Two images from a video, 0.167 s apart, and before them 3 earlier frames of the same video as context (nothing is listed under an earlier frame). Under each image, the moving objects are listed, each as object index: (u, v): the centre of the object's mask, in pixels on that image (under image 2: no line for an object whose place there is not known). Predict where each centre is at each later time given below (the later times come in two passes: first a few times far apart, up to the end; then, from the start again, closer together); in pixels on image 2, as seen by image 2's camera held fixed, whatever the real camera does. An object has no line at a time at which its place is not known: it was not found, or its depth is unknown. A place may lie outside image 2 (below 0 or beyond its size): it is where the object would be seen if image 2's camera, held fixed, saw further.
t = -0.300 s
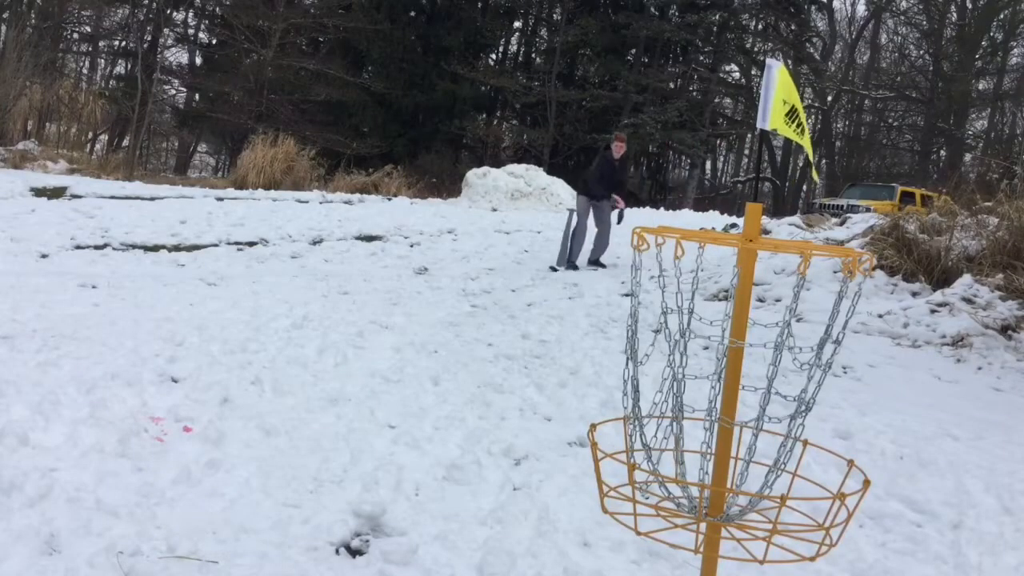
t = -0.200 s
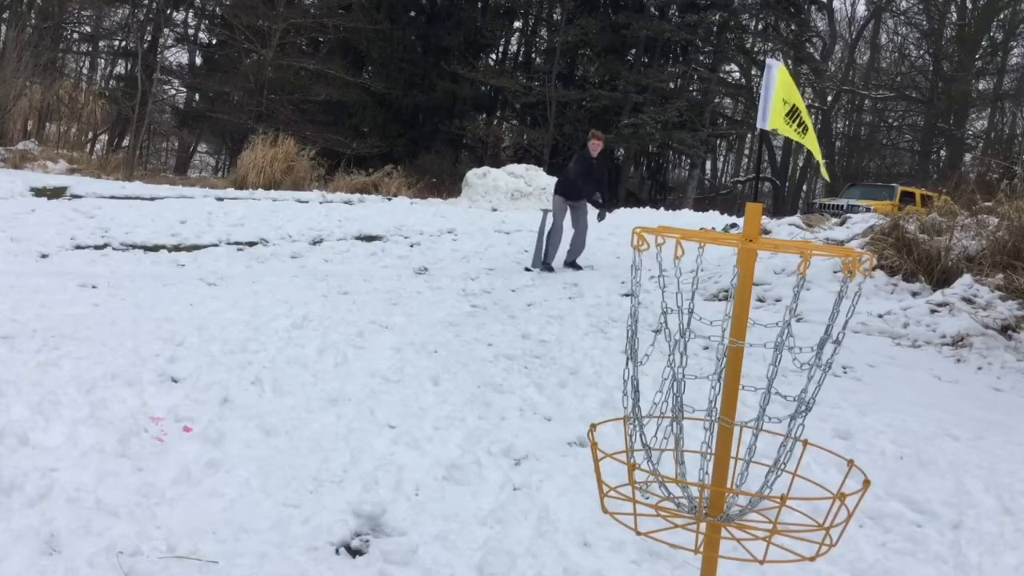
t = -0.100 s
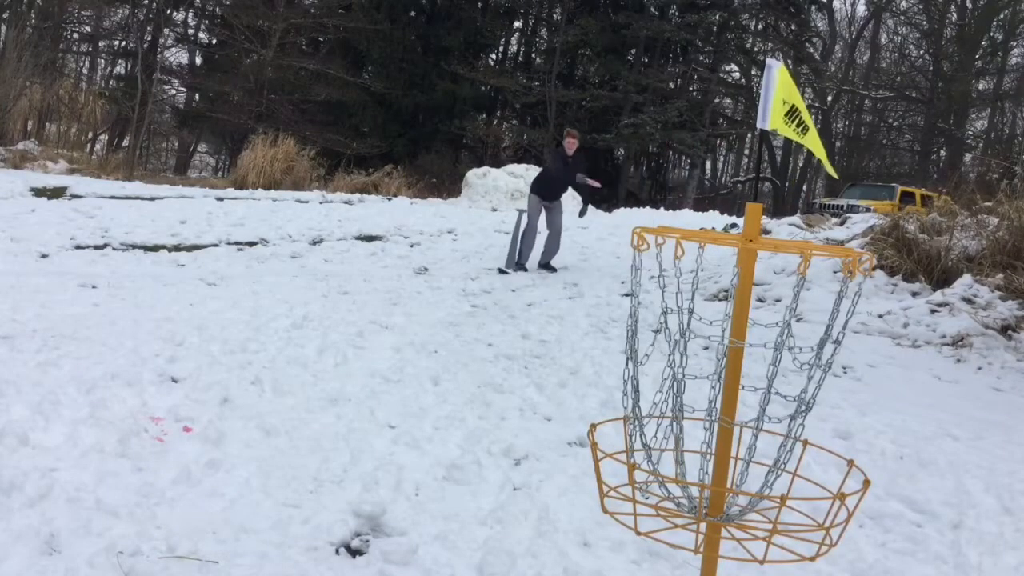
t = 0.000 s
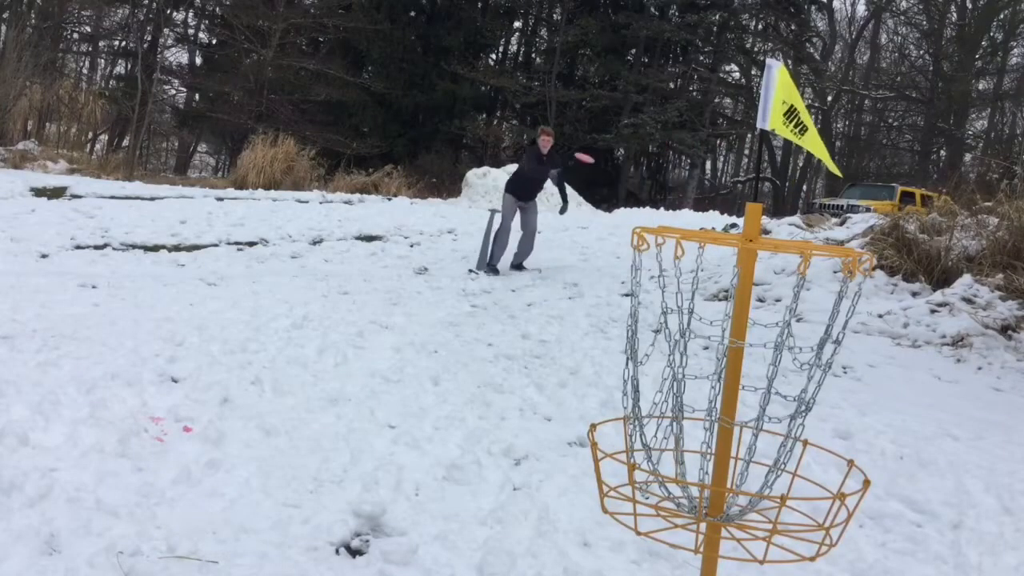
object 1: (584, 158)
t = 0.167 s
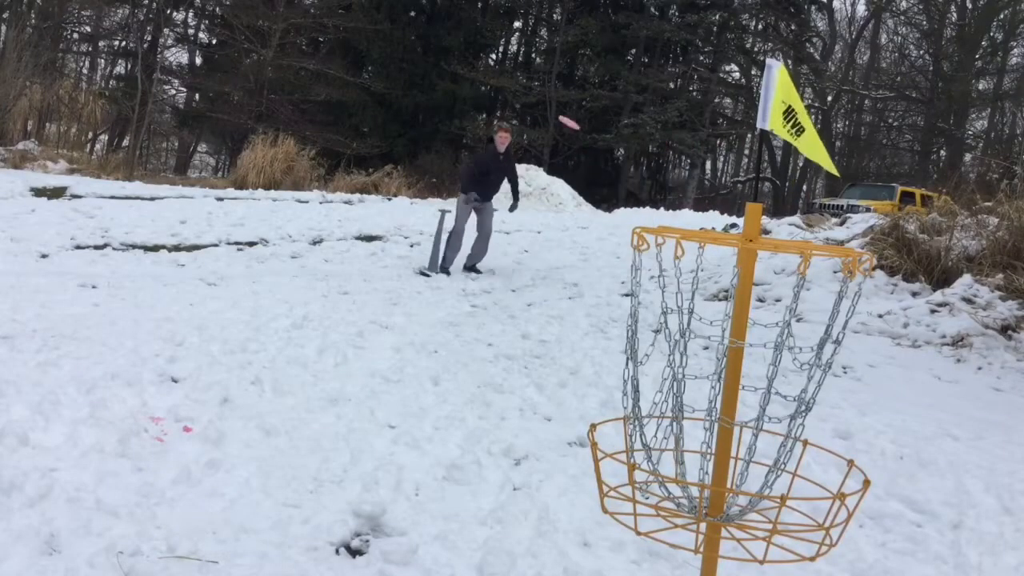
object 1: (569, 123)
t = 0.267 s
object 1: (559, 104)
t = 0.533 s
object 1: (534, 69)
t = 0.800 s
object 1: (524, 69)
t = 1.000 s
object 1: (553, 127)
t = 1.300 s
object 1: (668, 403)
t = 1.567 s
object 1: (682, 451)
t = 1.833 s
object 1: (673, 465)
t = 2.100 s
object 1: (654, 492)
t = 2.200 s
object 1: (657, 493)
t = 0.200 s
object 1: (566, 117)
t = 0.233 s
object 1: (562, 110)
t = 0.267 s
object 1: (559, 104)
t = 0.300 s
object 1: (556, 99)
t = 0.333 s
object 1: (552, 93)
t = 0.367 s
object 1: (549, 88)
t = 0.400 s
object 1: (546, 84)
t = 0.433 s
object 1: (543, 79)
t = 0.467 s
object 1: (539, 75)
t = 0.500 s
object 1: (537, 72)
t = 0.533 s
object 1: (534, 69)
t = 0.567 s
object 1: (532, 66)
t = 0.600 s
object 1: (529, 64)
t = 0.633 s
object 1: (528, 63)
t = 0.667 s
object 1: (526, 63)
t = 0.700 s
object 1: (525, 63)
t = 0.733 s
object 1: (524, 64)
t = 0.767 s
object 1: (524, 66)
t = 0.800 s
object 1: (524, 69)
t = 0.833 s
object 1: (526, 74)
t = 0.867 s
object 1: (528, 80)
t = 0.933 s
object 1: (538, 99)
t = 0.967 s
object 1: (544, 111)
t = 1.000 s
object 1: (553, 127)
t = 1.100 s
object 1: (597, 199)
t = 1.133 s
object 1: (614, 229)
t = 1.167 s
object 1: (646, 277)
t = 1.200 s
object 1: (655, 306)
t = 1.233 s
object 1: (661, 343)
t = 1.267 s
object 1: (661, 378)
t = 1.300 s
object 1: (668, 403)
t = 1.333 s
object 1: (673, 419)
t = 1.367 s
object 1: (677, 428)
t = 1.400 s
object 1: (681, 434)
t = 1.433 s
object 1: (684, 439)
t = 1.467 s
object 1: (686, 441)
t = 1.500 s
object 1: (688, 442)
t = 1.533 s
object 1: (686, 443)
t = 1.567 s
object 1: (682, 451)
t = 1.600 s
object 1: (679, 463)
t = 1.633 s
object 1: (676, 457)
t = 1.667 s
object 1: (674, 454)
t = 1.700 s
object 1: (670, 455)
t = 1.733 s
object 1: (667, 455)
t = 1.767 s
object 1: (670, 456)
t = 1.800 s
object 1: (672, 461)
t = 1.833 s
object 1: (673, 465)
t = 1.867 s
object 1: (672, 471)
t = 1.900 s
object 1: (672, 478)
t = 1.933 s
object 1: (667, 484)
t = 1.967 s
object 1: (662, 487)
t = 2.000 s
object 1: (663, 492)
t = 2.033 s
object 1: (662, 491)
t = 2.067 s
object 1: (656, 490)
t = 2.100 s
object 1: (654, 492)
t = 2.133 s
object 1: (657, 492)
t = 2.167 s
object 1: (657, 492)
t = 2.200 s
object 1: (657, 493)
